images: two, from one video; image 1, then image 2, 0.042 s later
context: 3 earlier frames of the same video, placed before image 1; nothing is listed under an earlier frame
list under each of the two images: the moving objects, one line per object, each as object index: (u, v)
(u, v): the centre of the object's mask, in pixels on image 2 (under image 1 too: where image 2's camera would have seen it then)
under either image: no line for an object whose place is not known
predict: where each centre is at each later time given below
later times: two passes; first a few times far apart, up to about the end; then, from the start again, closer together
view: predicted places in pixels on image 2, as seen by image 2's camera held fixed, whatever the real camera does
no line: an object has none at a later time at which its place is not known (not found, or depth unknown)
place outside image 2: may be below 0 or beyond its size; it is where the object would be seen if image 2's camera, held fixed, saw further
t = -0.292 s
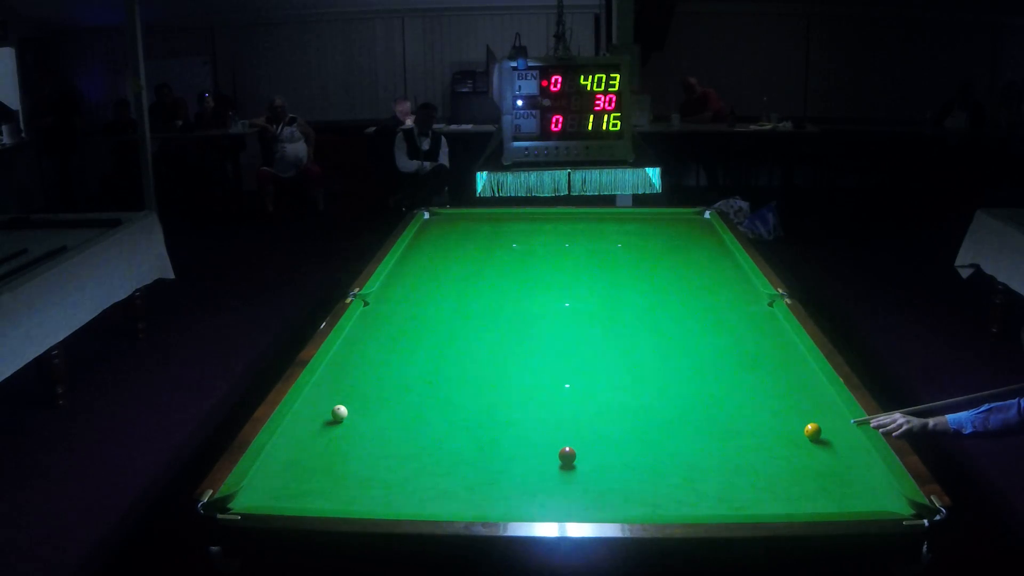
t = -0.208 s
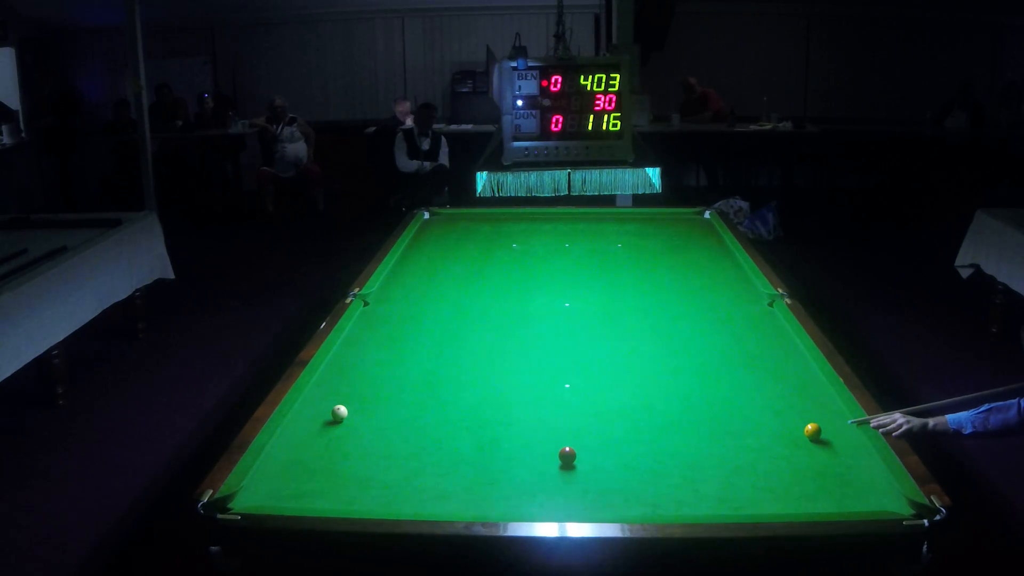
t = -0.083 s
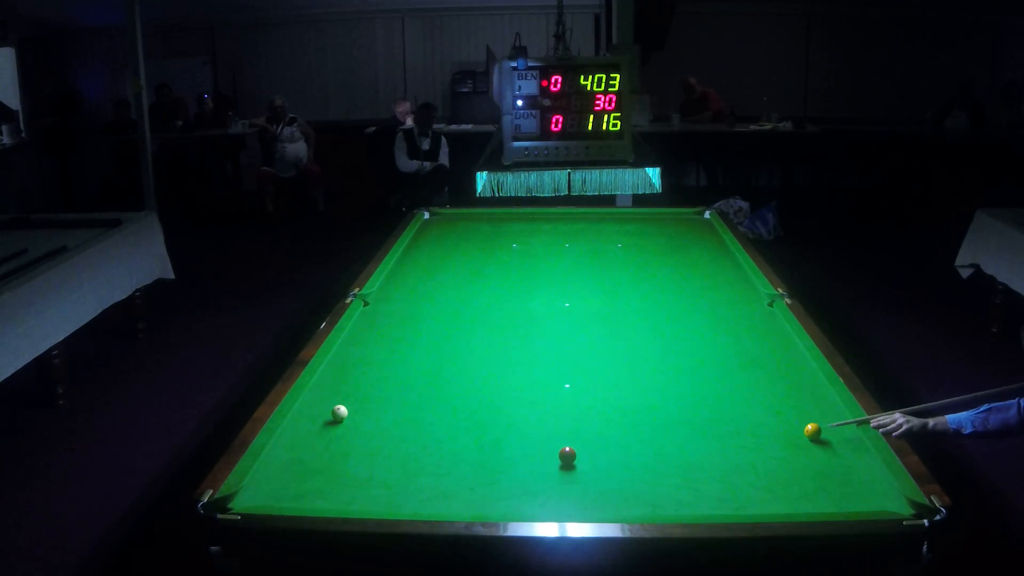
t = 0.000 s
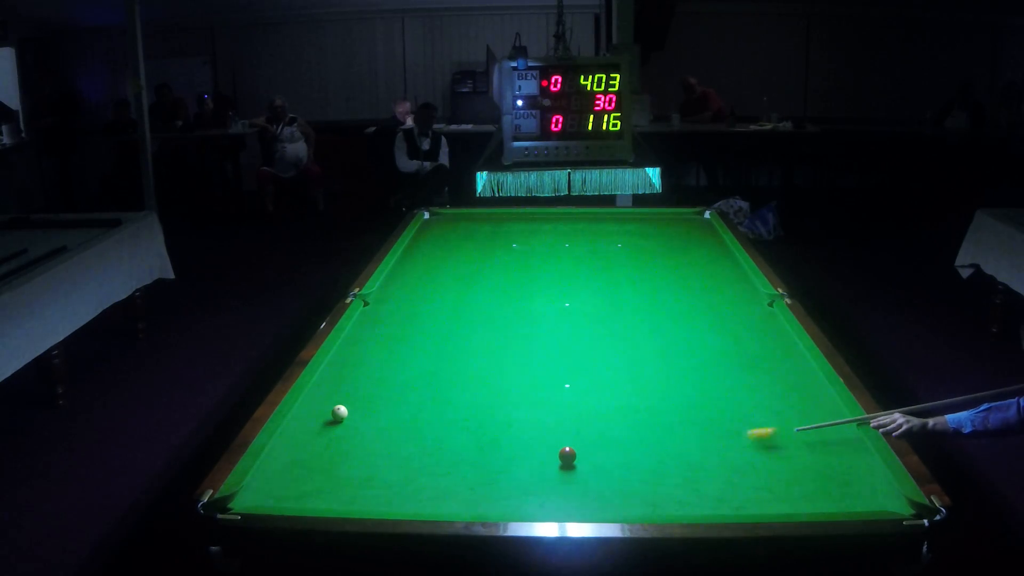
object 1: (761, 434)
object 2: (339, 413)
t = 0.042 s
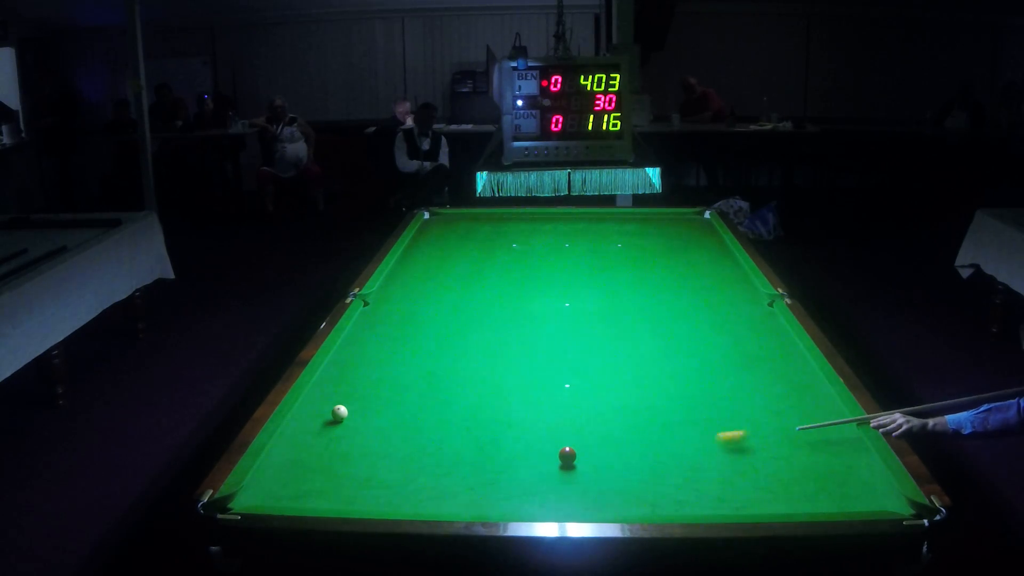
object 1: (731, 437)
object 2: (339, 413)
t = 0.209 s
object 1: (609, 447)
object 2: (339, 413)
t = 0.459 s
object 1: (548, 444)
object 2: (339, 413)
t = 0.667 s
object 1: (499, 438)
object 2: (339, 413)
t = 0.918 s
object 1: (446, 432)
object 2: (339, 413)
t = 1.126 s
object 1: (404, 427)
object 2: (339, 413)
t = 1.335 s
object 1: (365, 422)
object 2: (339, 413)
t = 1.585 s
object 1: (324, 421)
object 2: (336, 409)
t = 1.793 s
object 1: (295, 424)
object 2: (332, 403)
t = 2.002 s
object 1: (310, 427)
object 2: (329, 399)
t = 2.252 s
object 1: (330, 430)
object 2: (325, 394)
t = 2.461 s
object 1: (346, 432)
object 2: (322, 391)
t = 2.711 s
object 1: (364, 435)
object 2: (319, 387)
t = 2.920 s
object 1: (378, 436)
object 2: (318, 385)
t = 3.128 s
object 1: (391, 438)
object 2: (321, 384)
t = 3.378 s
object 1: (404, 440)
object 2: (322, 384)
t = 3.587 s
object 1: (413, 442)
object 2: (322, 384)
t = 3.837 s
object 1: (423, 443)
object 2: (322, 384)
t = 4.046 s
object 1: (430, 444)
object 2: (321, 384)
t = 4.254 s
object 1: (435, 446)
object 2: (323, 384)
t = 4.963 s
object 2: (321, 384)
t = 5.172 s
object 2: (322, 384)
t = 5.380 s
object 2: (322, 384)
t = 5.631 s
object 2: (321, 384)
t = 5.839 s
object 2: (322, 384)
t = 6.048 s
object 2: (322, 384)
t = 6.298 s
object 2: (322, 384)
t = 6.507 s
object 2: (321, 384)
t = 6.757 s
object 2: (321, 384)
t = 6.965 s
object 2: (321, 384)
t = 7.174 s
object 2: (321, 384)
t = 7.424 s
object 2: (322, 384)
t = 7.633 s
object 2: (322, 384)
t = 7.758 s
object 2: (322, 384)
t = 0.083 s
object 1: (701, 439)
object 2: (339, 413)
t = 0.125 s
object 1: (671, 442)
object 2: (339, 413)
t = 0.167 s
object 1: (640, 444)
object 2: (339, 413)
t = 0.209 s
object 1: (609, 447)
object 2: (339, 413)
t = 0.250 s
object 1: (583, 451)
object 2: (339, 413)
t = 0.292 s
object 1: (579, 451)
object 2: (339, 413)
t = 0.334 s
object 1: (574, 449)
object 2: (339, 413)
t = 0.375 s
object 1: (566, 447)
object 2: (339, 413)
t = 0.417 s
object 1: (558, 445)
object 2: (339, 413)
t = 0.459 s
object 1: (548, 444)
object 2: (339, 413)
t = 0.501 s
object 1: (538, 443)
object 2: (339, 413)
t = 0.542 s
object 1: (528, 441)
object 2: (339, 413)
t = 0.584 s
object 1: (519, 440)
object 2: (339, 413)
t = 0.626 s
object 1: (509, 439)
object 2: (339, 413)
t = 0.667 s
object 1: (499, 438)
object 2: (339, 413)
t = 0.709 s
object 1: (491, 437)
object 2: (339, 413)
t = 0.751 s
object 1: (481, 436)
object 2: (339, 413)
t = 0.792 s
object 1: (472, 435)
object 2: (339, 413)
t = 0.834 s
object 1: (463, 434)
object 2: (339, 413)
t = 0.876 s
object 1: (455, 433)
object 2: (339, 413)
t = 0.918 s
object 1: (446, 432)
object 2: (339, 413)
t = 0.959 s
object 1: (437, 430)
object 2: (339, 413)
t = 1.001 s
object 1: (429, 429)
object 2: (339, 413)
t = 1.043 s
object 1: (420, 429)
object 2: (339, 413)
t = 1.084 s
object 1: (412, 427)
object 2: (339, 413)
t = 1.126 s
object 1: (404, 427)
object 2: (339, 413)
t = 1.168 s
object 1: (396, 426)
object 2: (339, 413)
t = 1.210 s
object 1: (388, 425)
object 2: (339, 413)
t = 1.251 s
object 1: (380, 424)
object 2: (339, 413)
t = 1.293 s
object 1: (372, 423)
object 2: (339, 413)
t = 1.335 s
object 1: (365, 422)
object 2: (339, 413)
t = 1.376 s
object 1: (357, 421)
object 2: (339, 412)
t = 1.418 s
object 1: (350, 420)
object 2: (339, 412)
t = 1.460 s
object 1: (343, 420)
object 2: (338, 410)
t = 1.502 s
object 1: (337, 420)
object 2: (339, 408)
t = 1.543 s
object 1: (331, 420)
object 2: (338, 409)
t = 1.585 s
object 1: (324, 421)
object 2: (336, 409)
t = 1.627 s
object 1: (318, 422)
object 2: (335, 408)
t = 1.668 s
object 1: (312, 423)
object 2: (334, 407)
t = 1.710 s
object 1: (306, 423)
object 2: (334, 406)
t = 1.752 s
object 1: (300, 424)
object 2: (333, 404)
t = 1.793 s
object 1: (295, 424)
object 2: (332, 403)
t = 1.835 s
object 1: (295, 425)
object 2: (331, 402)
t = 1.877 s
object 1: (299, 425)
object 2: (331, 402)
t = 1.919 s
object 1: (302, 426)
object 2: (330, 401)
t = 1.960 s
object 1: (306, 426)
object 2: (329, 400)
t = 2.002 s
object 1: (310, 427)
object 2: (329, 399)
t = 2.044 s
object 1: (313, 427)
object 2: (328, 398)
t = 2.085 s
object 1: (317, 428)
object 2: (327, 397)
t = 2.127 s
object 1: (320, 428)
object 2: (327, 396)
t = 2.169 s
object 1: (324, 429)
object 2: (326, 396)
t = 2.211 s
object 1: (327, 429)
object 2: (326, 395)
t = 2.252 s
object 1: (330, 430)
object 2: (325, 394)
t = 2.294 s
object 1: (333, 430)
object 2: (324, 393)
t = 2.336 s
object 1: (337, 431)
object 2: (324, 393)
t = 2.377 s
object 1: (340, 432)
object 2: (323, 392)
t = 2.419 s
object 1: (343, 432)
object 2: (323, 391)
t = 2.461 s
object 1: (346, 432)
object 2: (322, 391)
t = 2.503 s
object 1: (349, 433)
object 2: (322, 390)
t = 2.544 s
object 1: (352, 433)
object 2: (321, 390)
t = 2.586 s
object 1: (355, 433)
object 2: (321, 389)
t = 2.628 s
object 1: (358, 434)
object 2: (320, 389)
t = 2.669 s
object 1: (361, 434)
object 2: (320, 388)
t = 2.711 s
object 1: (364, 435)
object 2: (319, 387)
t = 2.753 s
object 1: (367, 435)
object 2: (319, 387)
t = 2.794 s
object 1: (370, 435)
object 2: (318, 386)
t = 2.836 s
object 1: (373, 435)
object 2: (318, 386)
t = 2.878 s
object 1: (375, 436)
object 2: (318, 386)
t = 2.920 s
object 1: (378, 436)
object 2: (318, 385)
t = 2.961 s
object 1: (381, 437)
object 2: (319, 385)
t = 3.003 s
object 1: (383, 437)
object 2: (320, 385)
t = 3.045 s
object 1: (386, 437)
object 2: (320, 385)
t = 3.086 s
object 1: (388, 438)
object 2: (320, 384)
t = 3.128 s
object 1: (391, 438)
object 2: (321, 384)
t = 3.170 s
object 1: (393, 438)
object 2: (321, 384)
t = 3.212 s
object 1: (395, 439)
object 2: (321, 384)
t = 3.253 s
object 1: (397, 439)
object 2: (321, 384)
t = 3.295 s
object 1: (399, 439)
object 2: (321, 384)
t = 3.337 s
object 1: (402, 439)
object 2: (321, 384)
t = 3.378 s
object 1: (404, 440)
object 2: (322, 384)
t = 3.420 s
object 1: (406, 440)
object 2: (322, 384)
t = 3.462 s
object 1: (408, 441)
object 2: (322, 384)
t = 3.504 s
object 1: (410, 441)
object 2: (322, 384)
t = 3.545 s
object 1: (412, 441)
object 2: (322, 384)
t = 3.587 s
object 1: (413, 442)
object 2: (322, 384)
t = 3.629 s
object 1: (415, 442)
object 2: (322, 384)
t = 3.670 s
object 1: (417, 442)
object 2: (322, 384)
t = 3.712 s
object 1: (418, 442)
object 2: (322, 384)
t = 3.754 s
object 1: (420, 442)
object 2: (322, 384)
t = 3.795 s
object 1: (422, 443)
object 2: (322, 384)
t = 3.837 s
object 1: (423, 443)
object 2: (322, 384)
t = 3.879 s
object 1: (425, 443)
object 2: (322, 384)
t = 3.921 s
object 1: (426, 444)
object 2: (322, 384)
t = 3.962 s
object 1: (427, 444)
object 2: (321, 384)
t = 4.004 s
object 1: (429, 444)
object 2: (322, 384)
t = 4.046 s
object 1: (430, 444)
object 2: (321, 384)
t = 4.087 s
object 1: (431, 444)
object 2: (321, 384)
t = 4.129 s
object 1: (432, 445)
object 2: (321, 384)
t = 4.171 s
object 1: (433, 445)
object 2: (321, 385)
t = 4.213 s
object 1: (434, 445)
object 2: (322, 384)
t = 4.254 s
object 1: (435, 446)
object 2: (323, 384)
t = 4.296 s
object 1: (436, 446)
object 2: (326, 382)
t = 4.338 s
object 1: (437, 446)
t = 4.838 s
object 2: (321, 384)
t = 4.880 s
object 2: (321, 384)
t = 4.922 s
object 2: (321, 384)
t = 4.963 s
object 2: (321, 384)
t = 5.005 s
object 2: (321, 384)
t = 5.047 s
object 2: (322, 384)
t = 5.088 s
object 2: (321, 384)
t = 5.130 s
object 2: (321, 384)
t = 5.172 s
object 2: (322, 384)
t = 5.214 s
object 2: (322, 384)
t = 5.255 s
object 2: (322, 384)
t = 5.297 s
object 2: (322, 384)
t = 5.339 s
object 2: (322, 384)
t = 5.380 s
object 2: (322, 384)
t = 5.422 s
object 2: (322, 384)
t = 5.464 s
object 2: (322, 384)
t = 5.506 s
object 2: (321, 384)
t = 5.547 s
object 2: (321, 384)
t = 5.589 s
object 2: (321, 384)
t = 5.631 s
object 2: (321, 384)
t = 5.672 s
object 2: (322, 384)
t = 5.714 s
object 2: (321, 384)
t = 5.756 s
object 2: (321, 384)
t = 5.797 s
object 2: (321, 384)
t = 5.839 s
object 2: (322, 384)
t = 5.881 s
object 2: (322, 384)
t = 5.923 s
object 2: (321, 384)
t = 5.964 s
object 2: (322, 384)
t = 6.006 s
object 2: (322, 384)
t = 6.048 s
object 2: (322, 384)
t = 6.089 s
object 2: (322, 384)
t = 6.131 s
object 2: (321, 384)
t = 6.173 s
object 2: (321, 384)
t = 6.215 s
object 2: (321, 384)
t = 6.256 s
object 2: (322, 384)
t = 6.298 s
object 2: (322, 384)
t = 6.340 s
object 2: (322, 384)
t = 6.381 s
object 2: (321, 384)
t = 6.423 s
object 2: (322, 384)
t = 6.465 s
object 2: (321, 384)
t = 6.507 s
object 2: (321, 384)
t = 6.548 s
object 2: (321, 384)
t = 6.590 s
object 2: (321, 384)
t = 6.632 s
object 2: (321, 384)
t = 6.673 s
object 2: (322, 384)
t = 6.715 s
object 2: (322, 384)
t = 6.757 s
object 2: (321, 384)
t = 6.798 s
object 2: (321, 384)
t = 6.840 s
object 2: (321, 384)
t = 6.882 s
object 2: (321, 384)
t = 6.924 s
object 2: (321, 384)
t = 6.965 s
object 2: (321, 384)
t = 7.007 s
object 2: (321, 384)
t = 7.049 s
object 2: (321, 384)
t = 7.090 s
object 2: (321, 384)
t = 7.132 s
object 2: (321, 384)
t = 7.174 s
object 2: (321, 384)
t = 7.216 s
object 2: (322, 384)
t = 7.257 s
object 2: (321, 384)
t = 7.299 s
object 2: (321, 384)
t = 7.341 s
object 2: (322, 384)
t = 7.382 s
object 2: (322, 384)
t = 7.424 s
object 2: (322, 384)
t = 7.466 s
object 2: (322, 384)
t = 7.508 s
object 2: (322, 384)
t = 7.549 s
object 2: (322, 384)
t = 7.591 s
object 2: (322, 384)
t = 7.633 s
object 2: (322, 384)
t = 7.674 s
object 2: (322, 384)
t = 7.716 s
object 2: (322, 384)
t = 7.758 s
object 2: (322, 384)
